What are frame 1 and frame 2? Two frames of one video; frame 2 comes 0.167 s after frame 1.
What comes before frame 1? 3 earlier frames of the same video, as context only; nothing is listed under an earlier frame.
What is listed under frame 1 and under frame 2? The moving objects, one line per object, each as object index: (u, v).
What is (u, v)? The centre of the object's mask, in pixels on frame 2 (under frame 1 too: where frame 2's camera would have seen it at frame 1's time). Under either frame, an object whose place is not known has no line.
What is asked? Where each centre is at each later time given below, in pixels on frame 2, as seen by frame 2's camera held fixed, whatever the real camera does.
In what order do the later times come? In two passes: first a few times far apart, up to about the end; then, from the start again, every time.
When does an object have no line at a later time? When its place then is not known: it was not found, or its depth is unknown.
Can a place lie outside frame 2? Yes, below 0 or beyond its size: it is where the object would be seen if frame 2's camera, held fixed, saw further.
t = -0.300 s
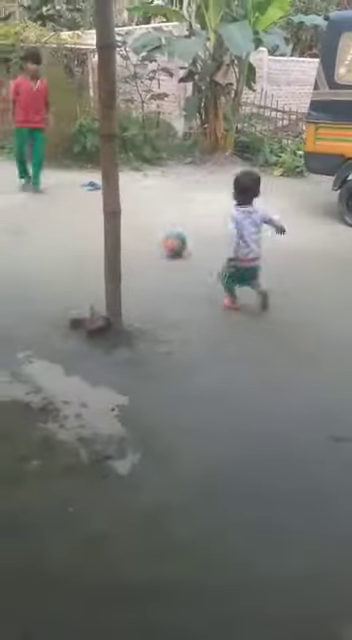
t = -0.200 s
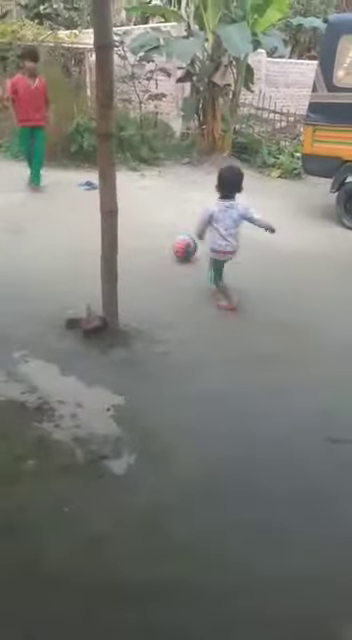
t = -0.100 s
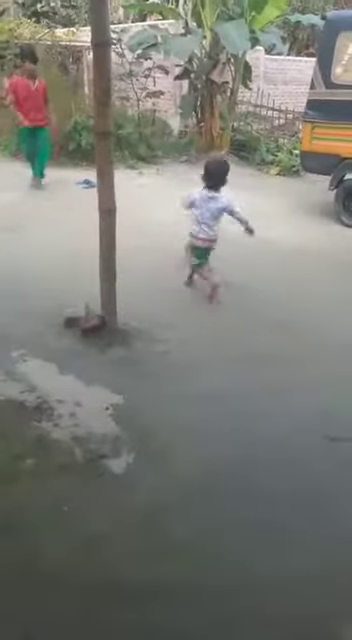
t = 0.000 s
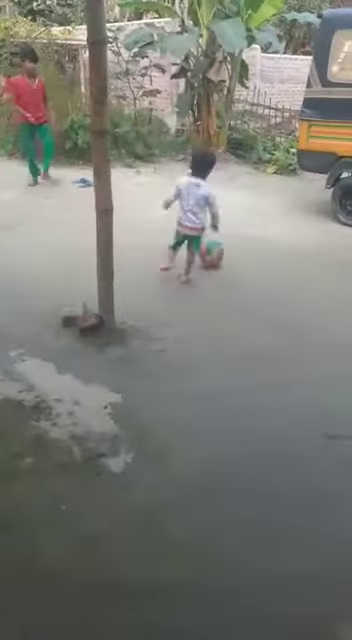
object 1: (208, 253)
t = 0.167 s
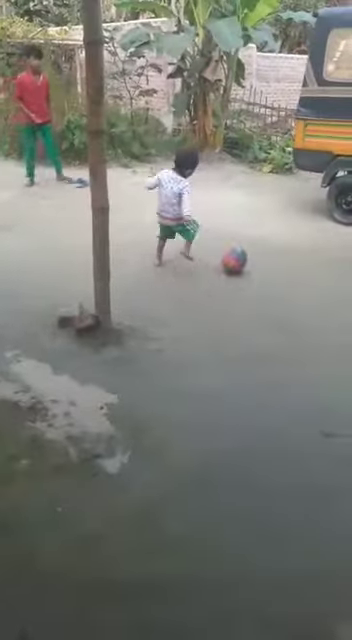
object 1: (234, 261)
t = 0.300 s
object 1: (255, 266)
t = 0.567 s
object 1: (304, 275)
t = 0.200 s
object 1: (239, 263)
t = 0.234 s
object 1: (244, 263)
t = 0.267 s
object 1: (249, 263)
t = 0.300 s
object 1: (255, 266)
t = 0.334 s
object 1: (261, 267)
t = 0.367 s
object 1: (266, 268)
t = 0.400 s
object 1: (273, 268)
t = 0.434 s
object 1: (280, 269)
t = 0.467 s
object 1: (286, 271)
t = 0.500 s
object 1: (292, 271)
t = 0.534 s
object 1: (299, 274)
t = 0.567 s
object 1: (304, 275)
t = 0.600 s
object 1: (310, 276)
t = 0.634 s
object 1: (316, 277)
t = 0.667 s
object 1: (322, 277)
